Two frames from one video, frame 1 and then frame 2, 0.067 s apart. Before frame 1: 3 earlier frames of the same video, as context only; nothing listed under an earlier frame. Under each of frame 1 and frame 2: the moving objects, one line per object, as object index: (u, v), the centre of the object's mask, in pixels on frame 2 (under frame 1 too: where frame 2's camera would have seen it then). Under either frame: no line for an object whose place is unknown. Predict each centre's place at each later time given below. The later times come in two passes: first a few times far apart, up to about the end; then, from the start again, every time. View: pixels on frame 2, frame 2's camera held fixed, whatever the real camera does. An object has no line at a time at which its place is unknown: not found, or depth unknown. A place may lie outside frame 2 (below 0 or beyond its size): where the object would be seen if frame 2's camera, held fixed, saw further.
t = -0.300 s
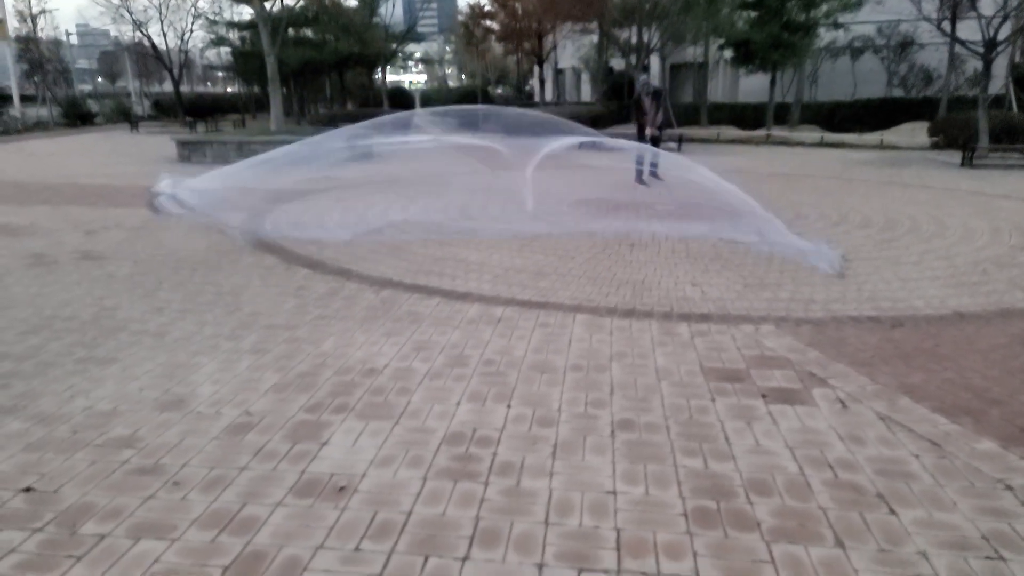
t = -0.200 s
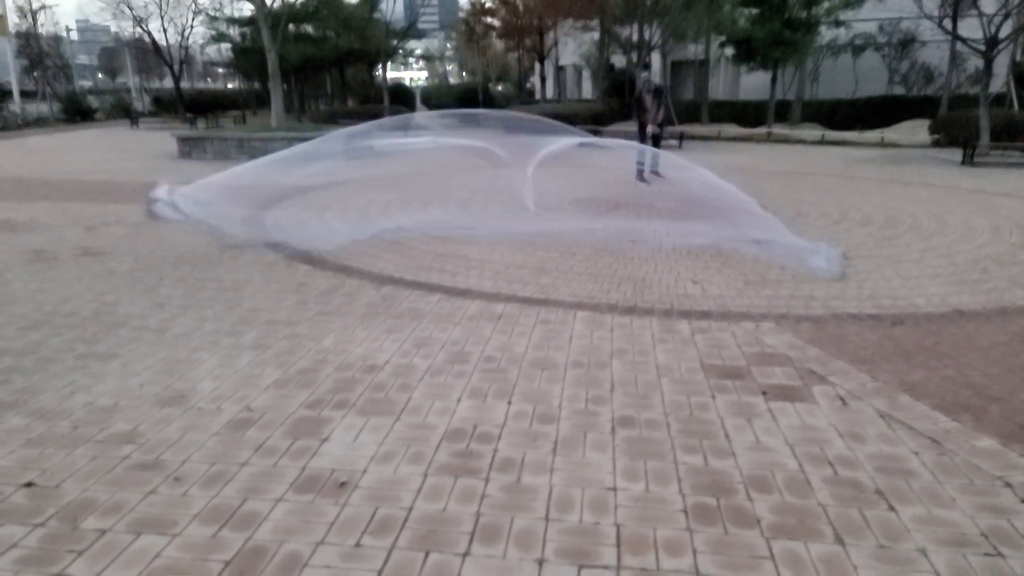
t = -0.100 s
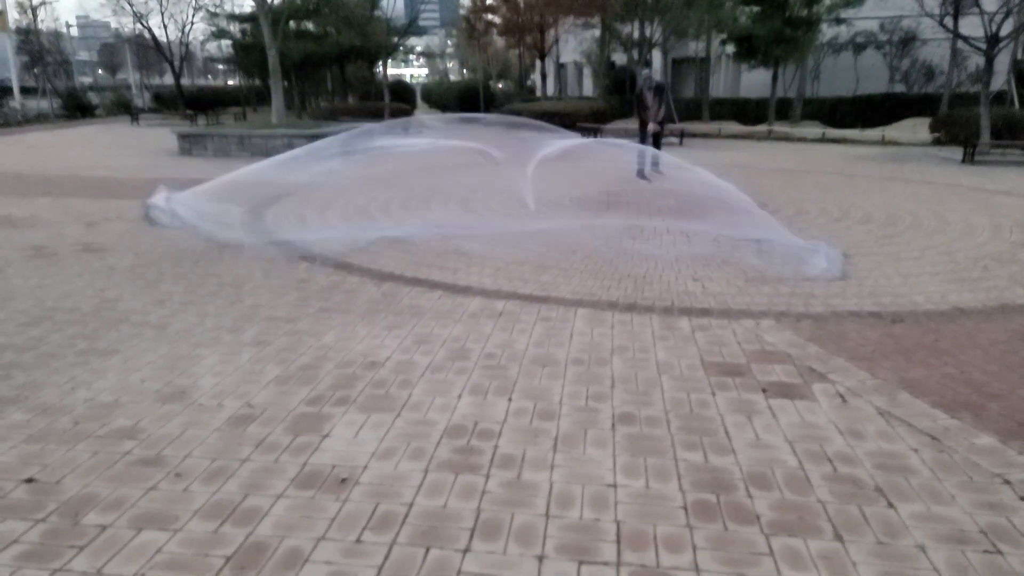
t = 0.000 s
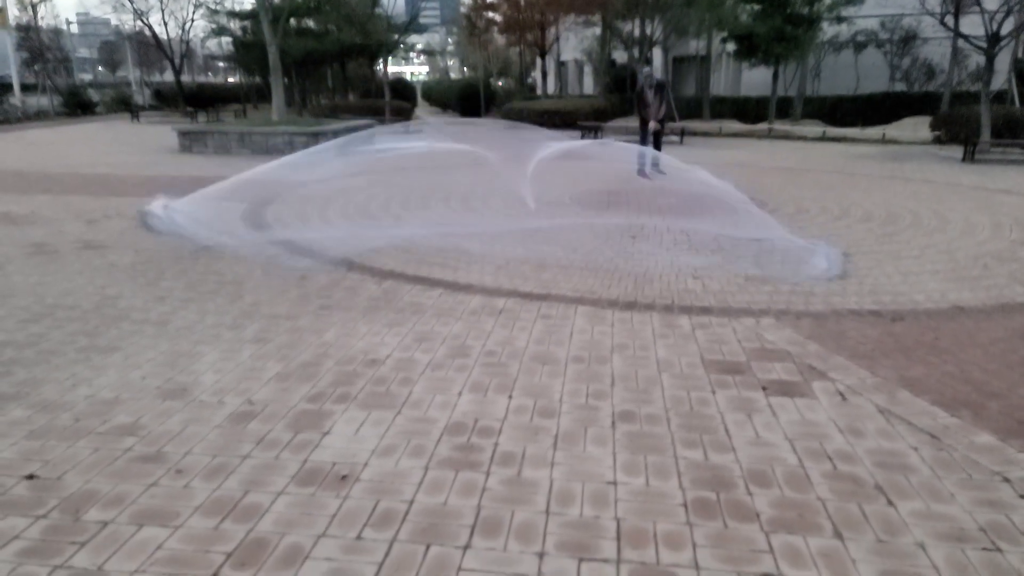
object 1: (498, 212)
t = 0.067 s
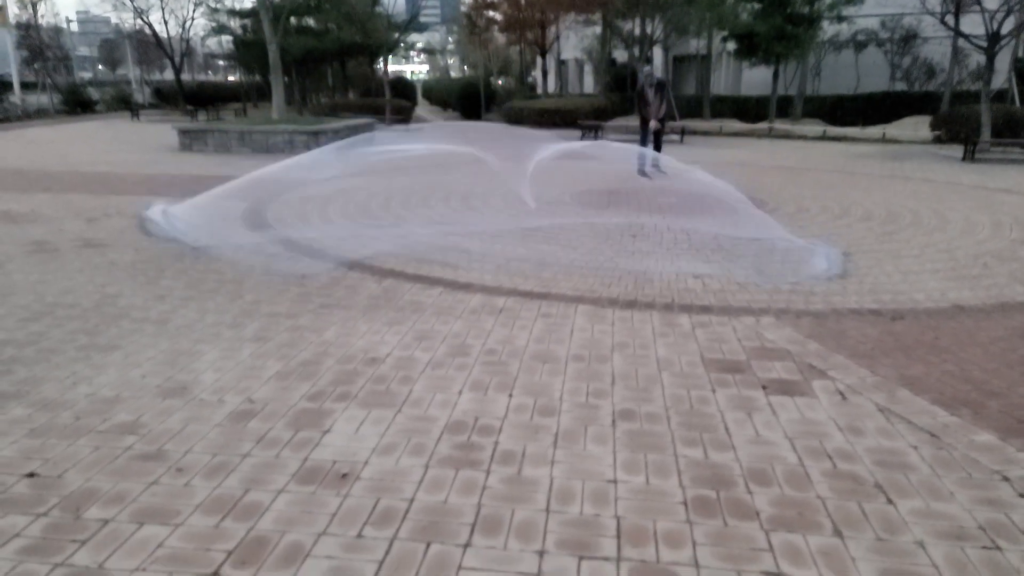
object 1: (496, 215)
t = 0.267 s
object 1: (491, 227)
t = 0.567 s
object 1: (491, 246)
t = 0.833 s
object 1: (492, 255)
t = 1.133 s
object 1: (488, 264)
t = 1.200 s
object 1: (487, 267)
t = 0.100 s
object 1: (496, 217)
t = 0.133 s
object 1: (496, 219)
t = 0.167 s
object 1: (495, 225)
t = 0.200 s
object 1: (494, 227)
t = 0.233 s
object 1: (493, 226)
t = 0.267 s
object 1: (491, 227)
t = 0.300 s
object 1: (489, 230)
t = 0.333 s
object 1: (490, 233)
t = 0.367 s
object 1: (490, 236)
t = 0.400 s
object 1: (490, 239)
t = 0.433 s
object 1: (490, 241)
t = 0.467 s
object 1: (490, 243)
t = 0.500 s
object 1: (490, 244)
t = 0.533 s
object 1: (490, 245)
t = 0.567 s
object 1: (491, 246)
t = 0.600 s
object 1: (491, 247)
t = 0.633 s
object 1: (492, 249)
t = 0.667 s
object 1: (492, 250)
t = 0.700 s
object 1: (492, 251)
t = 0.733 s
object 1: (492, 252)
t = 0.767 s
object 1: (493, 253)
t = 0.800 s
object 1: (492, 254)
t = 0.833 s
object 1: (492, 255)
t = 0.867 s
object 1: (492, 256)
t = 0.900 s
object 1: (491, 257)
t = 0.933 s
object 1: (491, 258)
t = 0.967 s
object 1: (490, 259)
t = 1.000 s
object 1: (490, 260)
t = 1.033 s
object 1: (489, 261)
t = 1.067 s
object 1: (489, 263)
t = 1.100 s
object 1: (489, 264)
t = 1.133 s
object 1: (488, 264)
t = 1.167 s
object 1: (488, 266)
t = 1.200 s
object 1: (487, 267)
